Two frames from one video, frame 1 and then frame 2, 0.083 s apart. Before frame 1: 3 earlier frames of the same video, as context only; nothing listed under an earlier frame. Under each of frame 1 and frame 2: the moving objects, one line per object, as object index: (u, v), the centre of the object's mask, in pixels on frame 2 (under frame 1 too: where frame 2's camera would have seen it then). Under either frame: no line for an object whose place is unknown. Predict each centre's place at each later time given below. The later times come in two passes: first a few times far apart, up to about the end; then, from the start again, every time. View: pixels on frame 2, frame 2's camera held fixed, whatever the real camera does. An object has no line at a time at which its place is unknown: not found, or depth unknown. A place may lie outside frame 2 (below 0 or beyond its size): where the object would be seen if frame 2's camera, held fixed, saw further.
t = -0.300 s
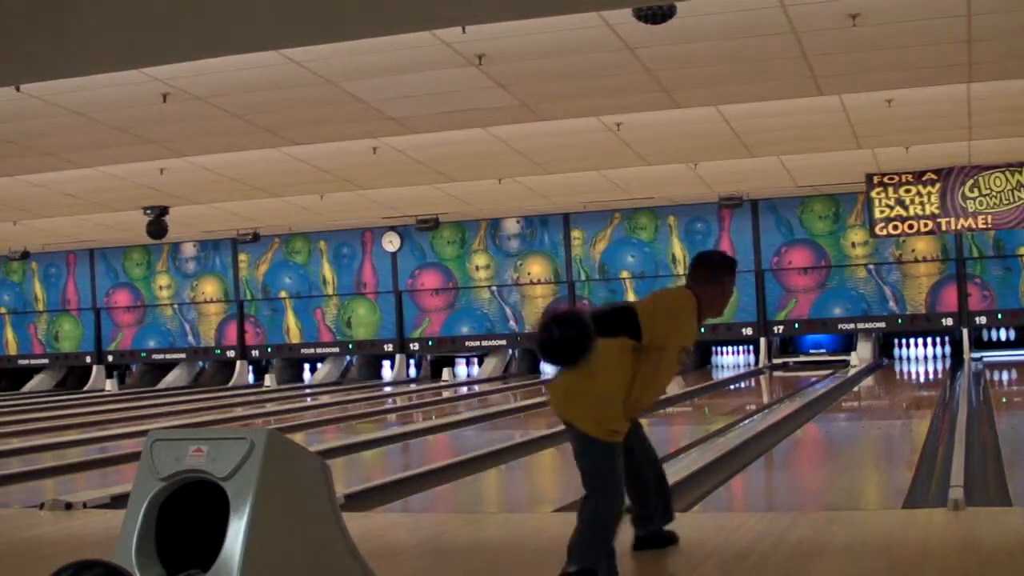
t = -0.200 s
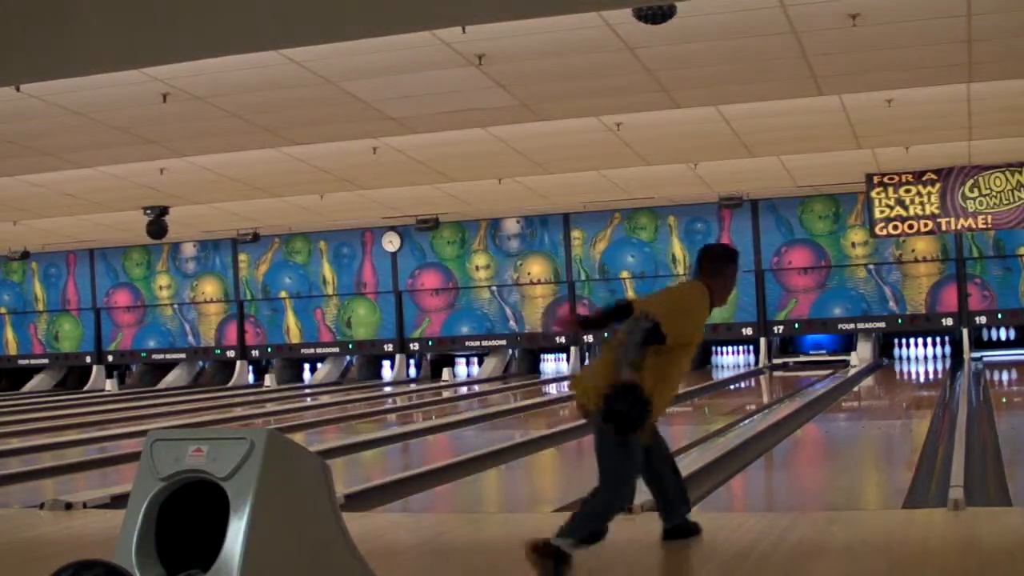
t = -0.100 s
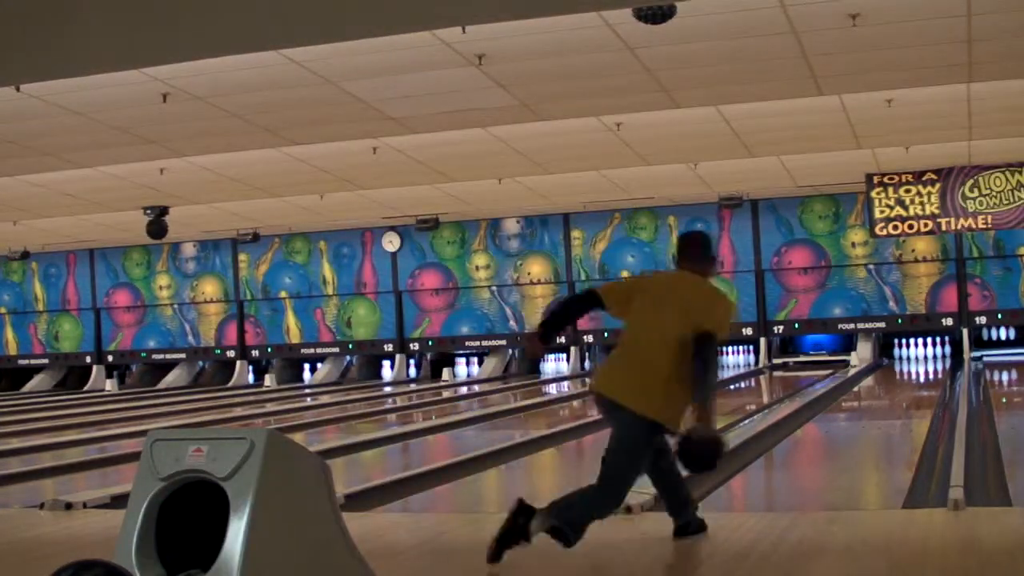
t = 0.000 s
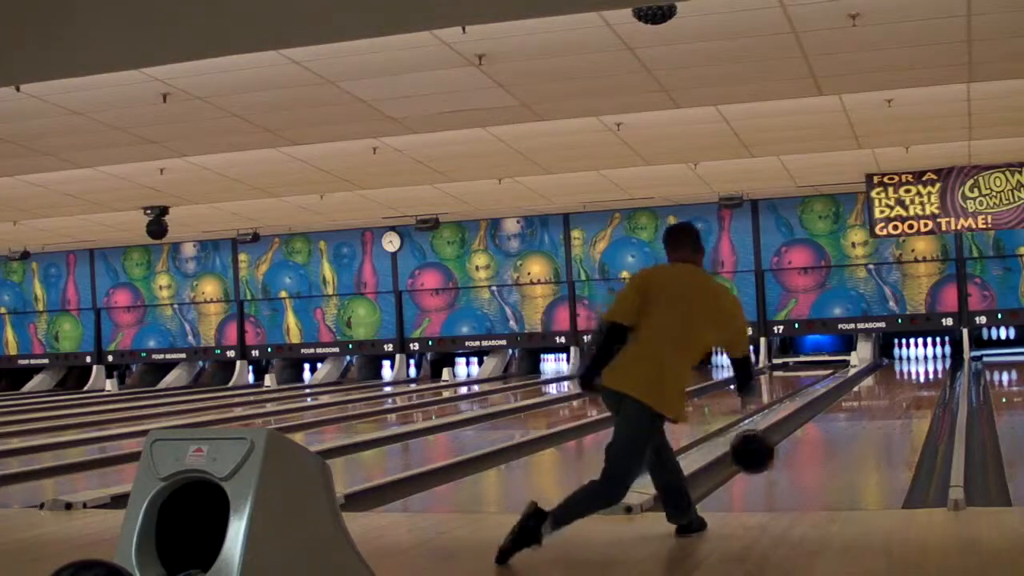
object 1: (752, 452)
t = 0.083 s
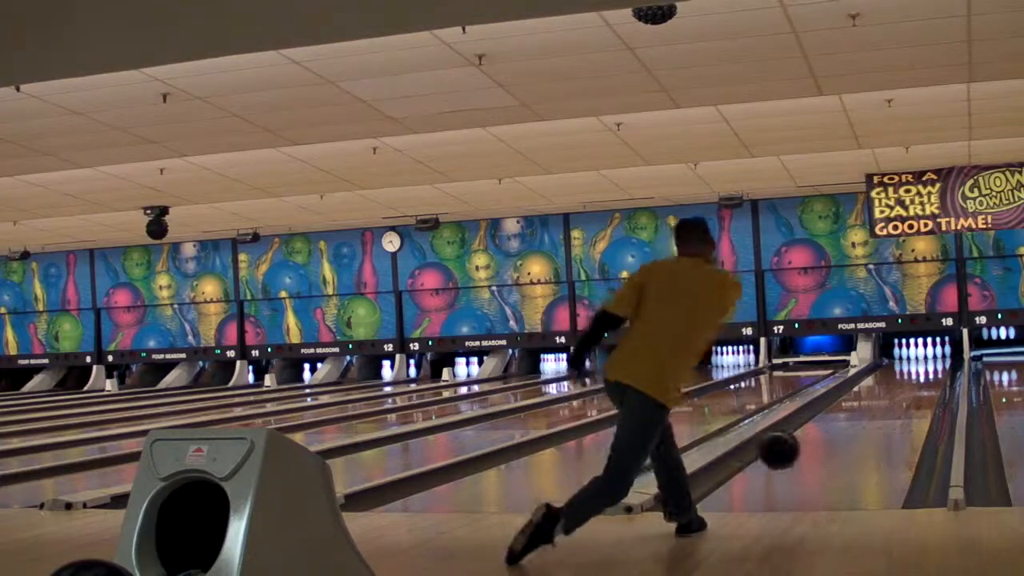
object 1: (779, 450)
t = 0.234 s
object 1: (815, 453)
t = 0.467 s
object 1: (853, 427)
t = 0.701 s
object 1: (879, 407)
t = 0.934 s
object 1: (897, 394)
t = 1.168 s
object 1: (909, 383)
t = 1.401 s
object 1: (919, 374)
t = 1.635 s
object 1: (926, 368)
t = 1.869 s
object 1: (930, 362)
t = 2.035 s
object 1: (930, 359)
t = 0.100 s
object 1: (784, 452)
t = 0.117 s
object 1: (788, 453)
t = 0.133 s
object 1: (793, 455)
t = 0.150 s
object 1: (796, 456)
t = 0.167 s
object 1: (800, 459)
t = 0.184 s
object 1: (804, 462)
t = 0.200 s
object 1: (808, 461)
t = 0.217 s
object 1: (812, 457)
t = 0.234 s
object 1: (815, 453)
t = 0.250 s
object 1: (818, 451)
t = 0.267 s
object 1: (822, 449)
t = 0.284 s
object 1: (824, 447)
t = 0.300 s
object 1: (827, 446)
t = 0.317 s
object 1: (830, 444)
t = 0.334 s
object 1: (833, 442)
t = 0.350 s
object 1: (836, 440)
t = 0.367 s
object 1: (839, 438)
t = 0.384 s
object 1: (841, 436)
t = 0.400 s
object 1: (843, 434)
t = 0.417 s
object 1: (846, 432)
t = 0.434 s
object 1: (848, 431)
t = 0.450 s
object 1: (850, 429)
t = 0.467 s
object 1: (853, 427)
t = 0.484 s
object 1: (855, 426)
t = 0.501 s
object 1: (857, 424)
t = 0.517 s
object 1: (859, 423)
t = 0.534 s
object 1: (861, 422)
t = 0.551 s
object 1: (863, 420)
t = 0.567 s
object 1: (865, 419)
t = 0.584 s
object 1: (867, 417)
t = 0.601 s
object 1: (869, 415)
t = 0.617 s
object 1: (870, 414)
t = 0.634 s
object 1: (872, 413)
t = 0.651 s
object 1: (874, 411)
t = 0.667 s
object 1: (875, 410)
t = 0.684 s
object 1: (877, 409)
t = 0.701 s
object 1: (879, 407)
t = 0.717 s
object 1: (880, 406)
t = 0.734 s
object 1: (882, 405)
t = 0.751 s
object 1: (883, 404)
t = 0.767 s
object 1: (884, 404)
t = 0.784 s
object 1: (885, 403)
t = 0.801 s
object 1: (887, 402)
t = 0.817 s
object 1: (889, 400)
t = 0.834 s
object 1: (890, 399)
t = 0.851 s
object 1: (890, 399)
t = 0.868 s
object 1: (892, 398)
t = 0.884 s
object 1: (893, 397)
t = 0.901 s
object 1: (894, 396)
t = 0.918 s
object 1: (895, 395)
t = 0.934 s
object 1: (897, 394)
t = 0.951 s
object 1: (897, 393)
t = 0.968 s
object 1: (898, 392)
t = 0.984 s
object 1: (899, 391)
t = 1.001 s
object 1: (901, 390)
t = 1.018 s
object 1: (901, 390)
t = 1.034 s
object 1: (902, 389)
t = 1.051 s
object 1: (903, 388)
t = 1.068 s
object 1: (904, 387)
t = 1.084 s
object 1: (905, 387)
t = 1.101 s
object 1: (905, 386)
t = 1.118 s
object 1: (906, 385)
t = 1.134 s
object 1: (907, 385)
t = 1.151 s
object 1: (908, 384)
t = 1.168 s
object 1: (909, 383)
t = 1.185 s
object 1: (910, 382)
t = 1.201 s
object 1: (911, 381)
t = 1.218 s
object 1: (912, 380)
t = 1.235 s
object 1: (912, 380)
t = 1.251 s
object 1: (914, 379)
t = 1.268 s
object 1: (914, 379)
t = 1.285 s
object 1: (915, 378)
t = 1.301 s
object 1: (915, 378)
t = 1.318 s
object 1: (916, 377)
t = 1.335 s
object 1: (916, 376)
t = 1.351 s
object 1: (916, 376)
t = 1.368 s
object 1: (918, 375)
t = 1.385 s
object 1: (918, 375)
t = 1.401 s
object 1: (919, 374)
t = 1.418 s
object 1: (919, 373)
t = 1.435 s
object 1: (920, 373)
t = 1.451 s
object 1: (921, 373)
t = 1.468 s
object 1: (922, 372)
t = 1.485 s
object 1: (922, 372)
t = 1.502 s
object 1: (922, 370)
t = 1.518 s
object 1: (923, 370)
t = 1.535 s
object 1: (923, 370)
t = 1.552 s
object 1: (923, 370)
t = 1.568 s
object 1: (924, 369)
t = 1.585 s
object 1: (924, 369)
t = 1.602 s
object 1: (925, 368)
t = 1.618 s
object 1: (925, 368)
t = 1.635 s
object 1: (926, 368)
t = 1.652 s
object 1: (926, 368)
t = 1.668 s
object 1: (927, 367)
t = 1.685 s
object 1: (927, 366)
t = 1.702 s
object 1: (927, 365)
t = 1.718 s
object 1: (927, 366)
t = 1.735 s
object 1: (927, 365)
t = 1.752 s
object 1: (928, 364)
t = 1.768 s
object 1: (928, 364)
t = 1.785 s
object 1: (928, 364)
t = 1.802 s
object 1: (929, 364)
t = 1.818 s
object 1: (929, 363)
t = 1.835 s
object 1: (930, 363)
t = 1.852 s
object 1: (930, 363)
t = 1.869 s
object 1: (930, 362)
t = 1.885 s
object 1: (930, 362)
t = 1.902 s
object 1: (930, 362)
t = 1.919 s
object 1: (930, 362)
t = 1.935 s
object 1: (930, 361)
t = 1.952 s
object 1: (930, 361)
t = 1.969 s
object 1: (930, 360)
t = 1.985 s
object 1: (930, 360)
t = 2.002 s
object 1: (930, 360)
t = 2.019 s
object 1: (930, 359)
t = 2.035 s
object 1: (930, 359)
